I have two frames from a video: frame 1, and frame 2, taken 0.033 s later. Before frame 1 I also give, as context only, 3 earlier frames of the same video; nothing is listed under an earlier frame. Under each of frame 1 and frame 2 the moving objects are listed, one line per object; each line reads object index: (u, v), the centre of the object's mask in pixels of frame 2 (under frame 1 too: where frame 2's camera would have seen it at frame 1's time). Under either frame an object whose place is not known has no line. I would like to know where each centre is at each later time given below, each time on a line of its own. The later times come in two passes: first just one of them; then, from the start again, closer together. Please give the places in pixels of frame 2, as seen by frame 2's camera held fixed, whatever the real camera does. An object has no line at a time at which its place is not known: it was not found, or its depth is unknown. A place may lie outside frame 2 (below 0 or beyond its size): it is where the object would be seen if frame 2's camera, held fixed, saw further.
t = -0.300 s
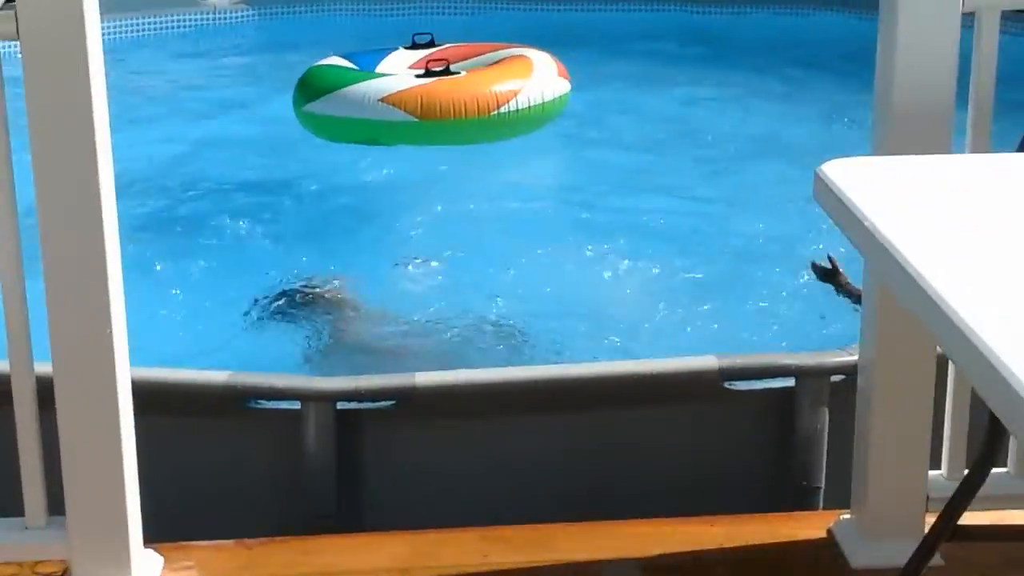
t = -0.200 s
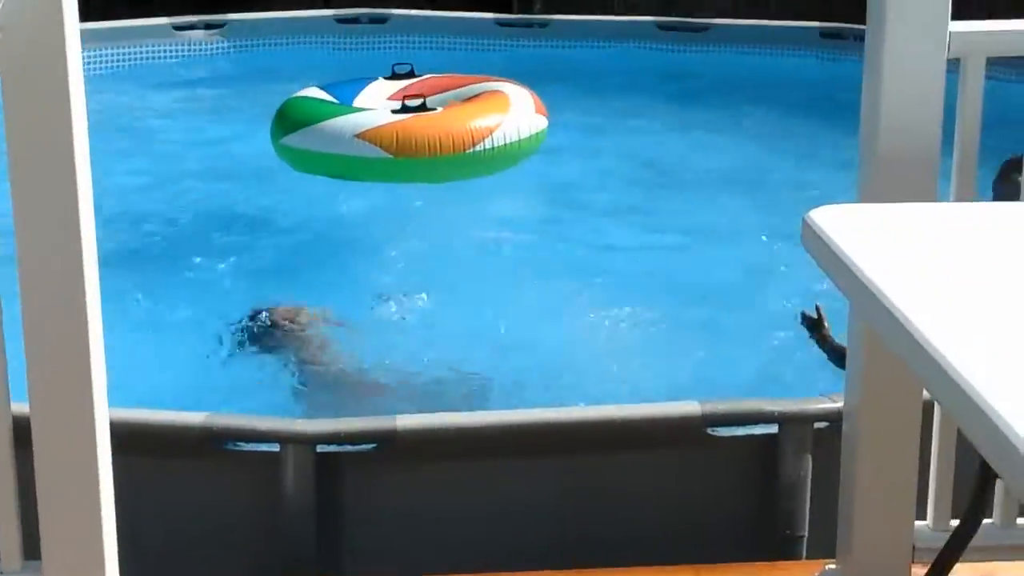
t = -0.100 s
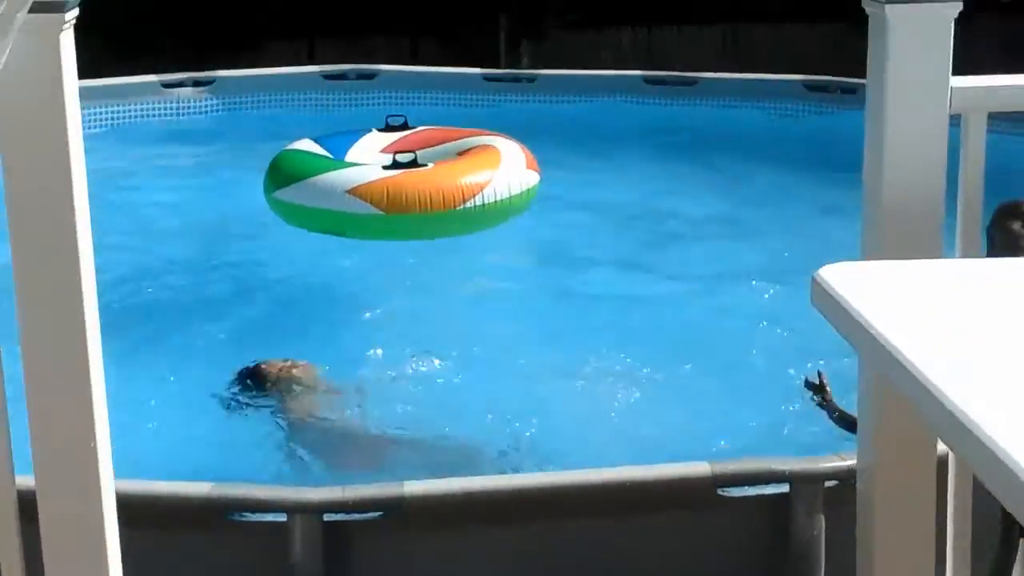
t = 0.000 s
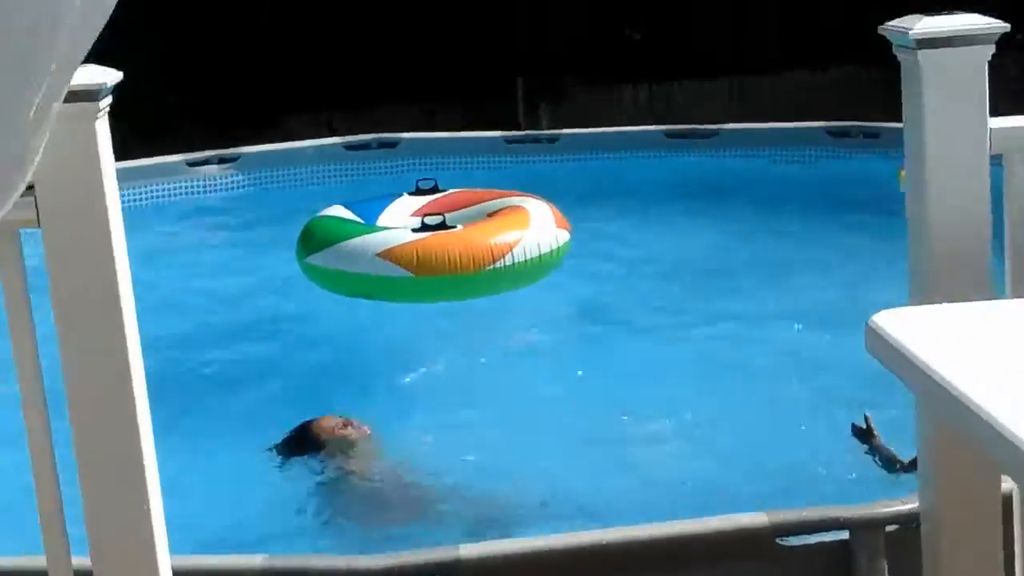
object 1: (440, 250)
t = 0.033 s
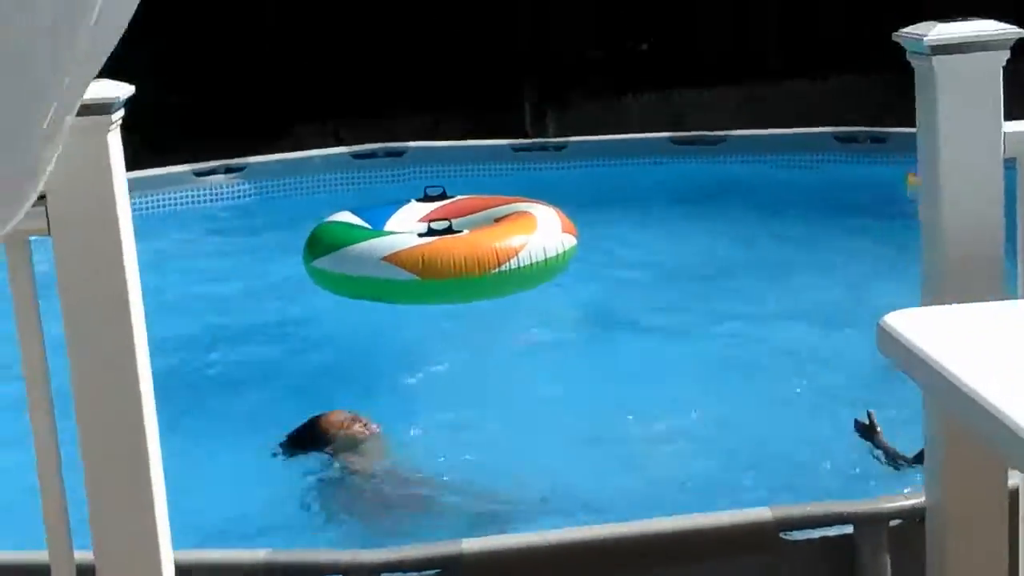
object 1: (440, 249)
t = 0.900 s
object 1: (467, 239)
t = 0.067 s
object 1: (441, 247)
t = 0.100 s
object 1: (441, 246)
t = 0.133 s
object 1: (441, 246)
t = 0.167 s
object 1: (442, 246)
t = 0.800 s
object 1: (468, 239)
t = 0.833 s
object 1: (468, 239)
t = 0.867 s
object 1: (468, 239)
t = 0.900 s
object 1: (467, 239)
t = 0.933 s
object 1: (466, 239)
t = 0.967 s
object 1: (464, 239)
